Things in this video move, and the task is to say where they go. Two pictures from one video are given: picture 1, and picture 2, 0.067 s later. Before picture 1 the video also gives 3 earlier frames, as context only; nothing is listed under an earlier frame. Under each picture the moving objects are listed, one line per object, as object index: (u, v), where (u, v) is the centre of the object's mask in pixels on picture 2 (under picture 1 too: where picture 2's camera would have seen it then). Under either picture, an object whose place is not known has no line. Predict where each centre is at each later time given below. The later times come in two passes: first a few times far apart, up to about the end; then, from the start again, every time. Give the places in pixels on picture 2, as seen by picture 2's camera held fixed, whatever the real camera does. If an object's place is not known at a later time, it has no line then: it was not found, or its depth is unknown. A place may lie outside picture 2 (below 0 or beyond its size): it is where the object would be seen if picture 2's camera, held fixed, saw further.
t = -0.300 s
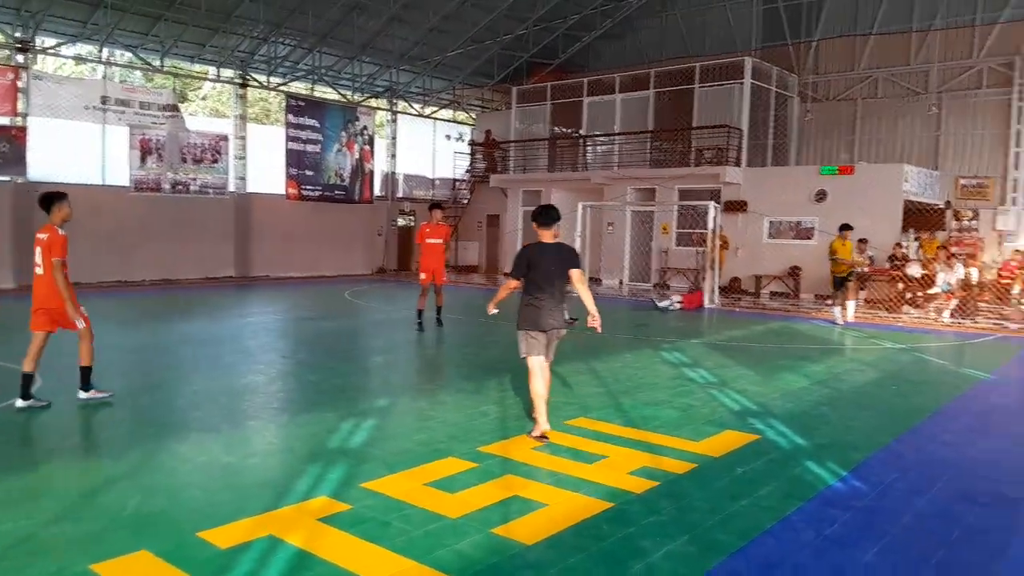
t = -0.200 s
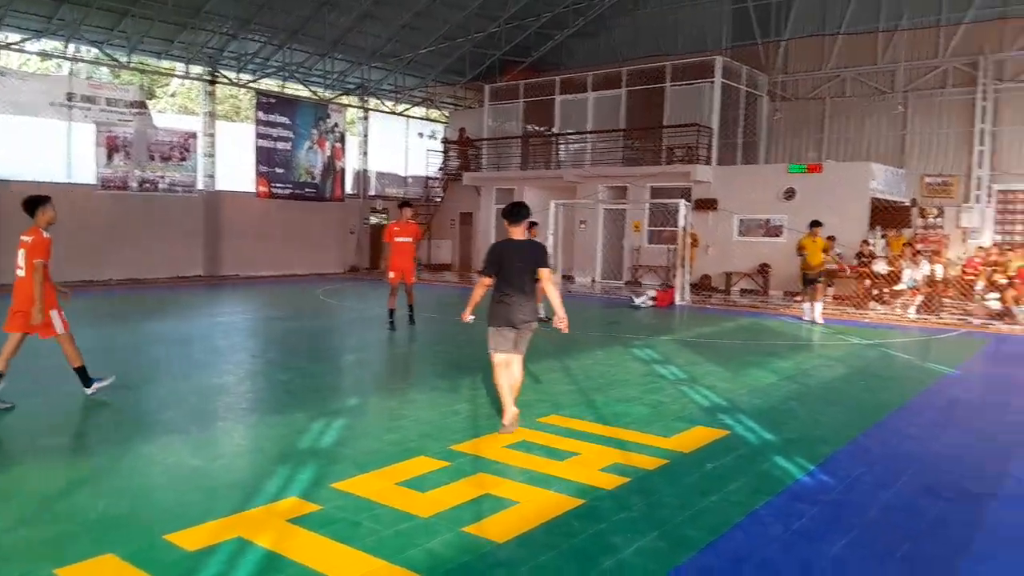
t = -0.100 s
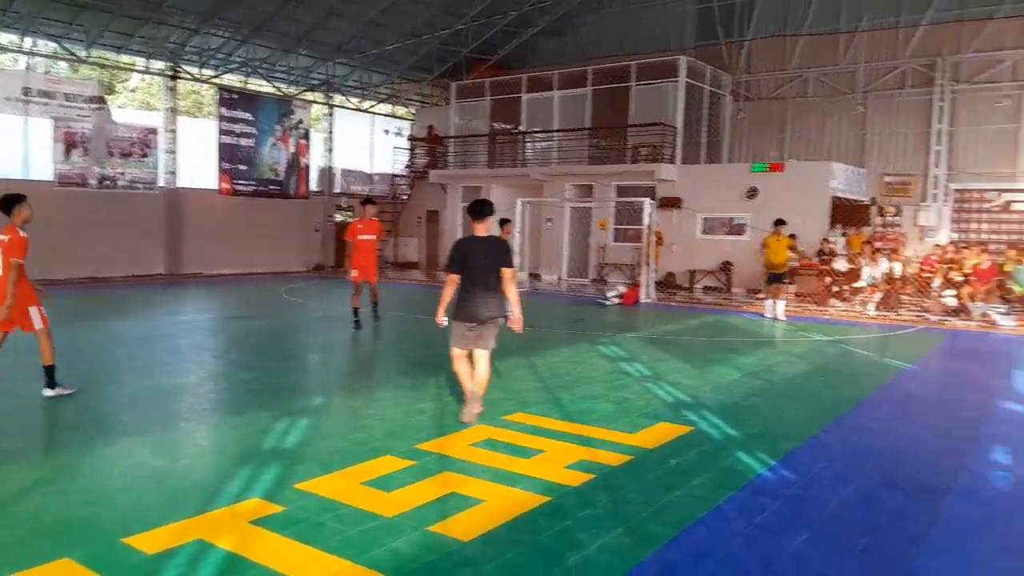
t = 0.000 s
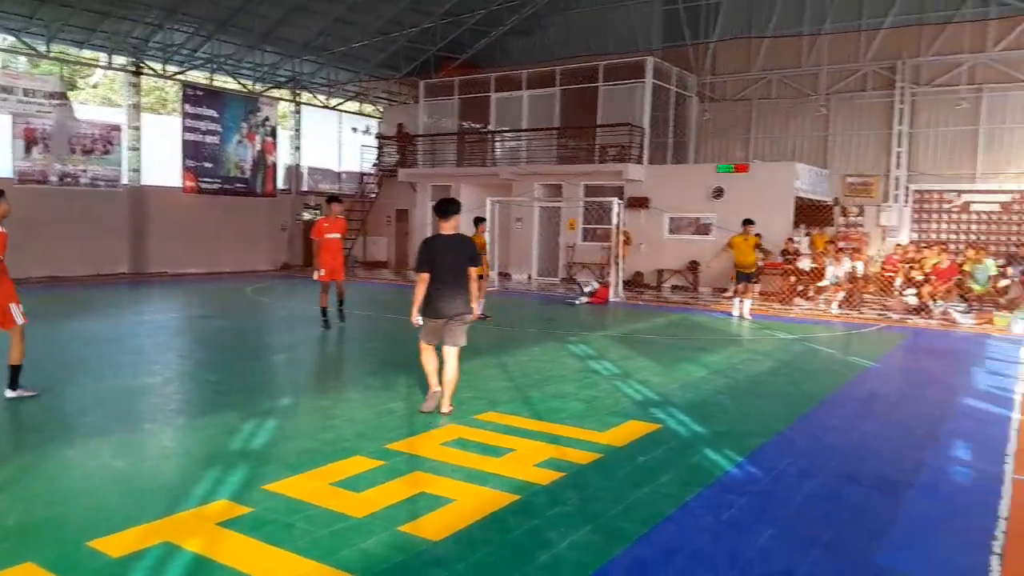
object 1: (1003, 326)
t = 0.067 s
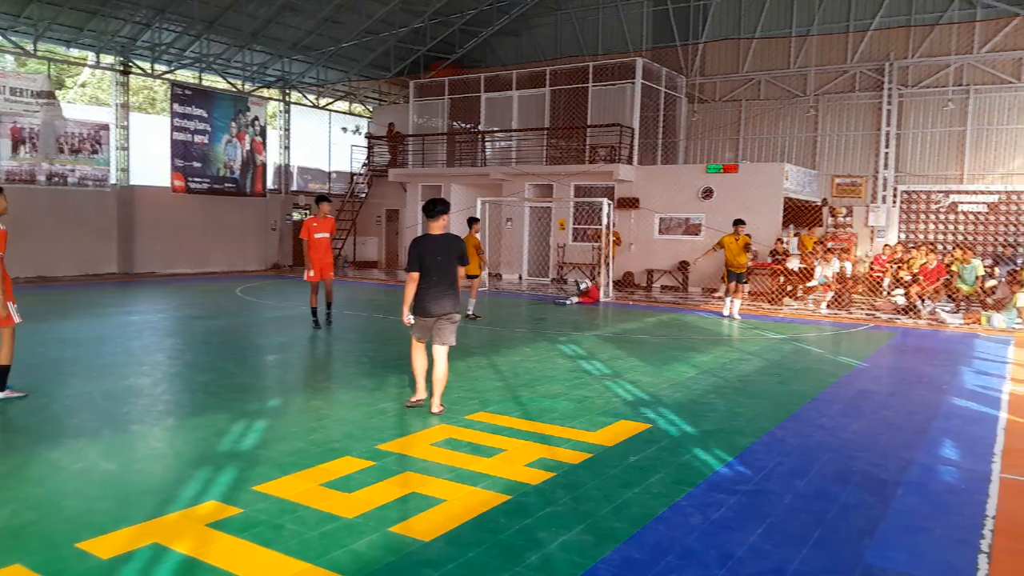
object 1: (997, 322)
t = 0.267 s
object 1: (972, 321)
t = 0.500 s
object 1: (936, 348)
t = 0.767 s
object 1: (893, 343)
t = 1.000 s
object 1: (851, 352)
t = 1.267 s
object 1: (796, 361)
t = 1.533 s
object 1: (735, 370)
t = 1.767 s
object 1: (679, 373)
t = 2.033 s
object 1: (611, 377)
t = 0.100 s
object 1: (994, 320)
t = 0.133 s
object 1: (988, 317)
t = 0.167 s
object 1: (984, 317)
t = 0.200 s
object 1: (978, 317)
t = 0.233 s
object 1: (977, 319)
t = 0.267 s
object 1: (972, 321)
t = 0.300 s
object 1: (967, 325)
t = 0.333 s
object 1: (963, 329)
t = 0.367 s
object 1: (957, 334)
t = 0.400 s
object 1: (952, 340)
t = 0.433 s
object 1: (948, 346)
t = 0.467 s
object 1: (941, 352)
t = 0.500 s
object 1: (936, 348)
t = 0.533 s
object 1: (931, 344)
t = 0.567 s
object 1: (926, 342)
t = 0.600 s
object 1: (921, 340)
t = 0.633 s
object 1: (916, 338)
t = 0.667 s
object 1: (910, 338)
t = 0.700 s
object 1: (905, 339)
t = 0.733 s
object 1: (899, 341)
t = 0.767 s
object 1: (893, 343)
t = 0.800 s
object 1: (887, 347)
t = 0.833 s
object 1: (881, 353)
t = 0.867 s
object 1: (874, 358)
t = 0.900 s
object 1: (869, 357)
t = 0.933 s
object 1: (863, 355)
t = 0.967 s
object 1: (858, 354)
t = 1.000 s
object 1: (851, 352)
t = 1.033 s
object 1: (844, 353)
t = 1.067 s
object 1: (837, 354)
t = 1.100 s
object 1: (831, 356)
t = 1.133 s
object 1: (824, 360)
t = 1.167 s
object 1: (817, 364)
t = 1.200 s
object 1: (811, 363)
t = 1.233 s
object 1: (803, 361)
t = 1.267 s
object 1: (796, 361)
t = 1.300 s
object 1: (788, 362)
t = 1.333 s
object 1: (781, 363)
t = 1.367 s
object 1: (774, 365)
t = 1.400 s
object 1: (766, 368)
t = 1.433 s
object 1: (759, 367)
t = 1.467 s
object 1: (751, 367)
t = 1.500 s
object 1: (743, 368)
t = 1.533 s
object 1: (735, 370)
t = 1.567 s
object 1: (727, 370)
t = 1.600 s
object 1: (720, 371)
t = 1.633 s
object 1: (712, 371)
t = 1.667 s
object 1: (705, 371)
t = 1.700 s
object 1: (696, 372)
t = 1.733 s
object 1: (687, 373)
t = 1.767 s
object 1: (679, 373)
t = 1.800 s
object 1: (671, 374)
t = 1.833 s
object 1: (663, 375)
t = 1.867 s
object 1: (654, 375)
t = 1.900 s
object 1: (645, 376)
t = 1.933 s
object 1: (637, 377)
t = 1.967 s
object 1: (628, 376)
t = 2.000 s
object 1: (620, 376)
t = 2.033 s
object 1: (611, 377)
